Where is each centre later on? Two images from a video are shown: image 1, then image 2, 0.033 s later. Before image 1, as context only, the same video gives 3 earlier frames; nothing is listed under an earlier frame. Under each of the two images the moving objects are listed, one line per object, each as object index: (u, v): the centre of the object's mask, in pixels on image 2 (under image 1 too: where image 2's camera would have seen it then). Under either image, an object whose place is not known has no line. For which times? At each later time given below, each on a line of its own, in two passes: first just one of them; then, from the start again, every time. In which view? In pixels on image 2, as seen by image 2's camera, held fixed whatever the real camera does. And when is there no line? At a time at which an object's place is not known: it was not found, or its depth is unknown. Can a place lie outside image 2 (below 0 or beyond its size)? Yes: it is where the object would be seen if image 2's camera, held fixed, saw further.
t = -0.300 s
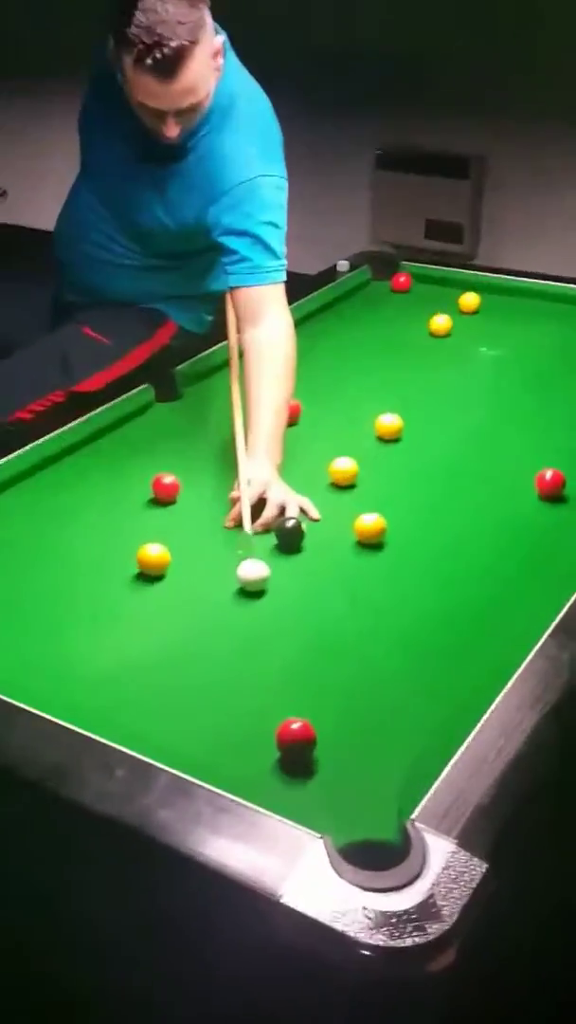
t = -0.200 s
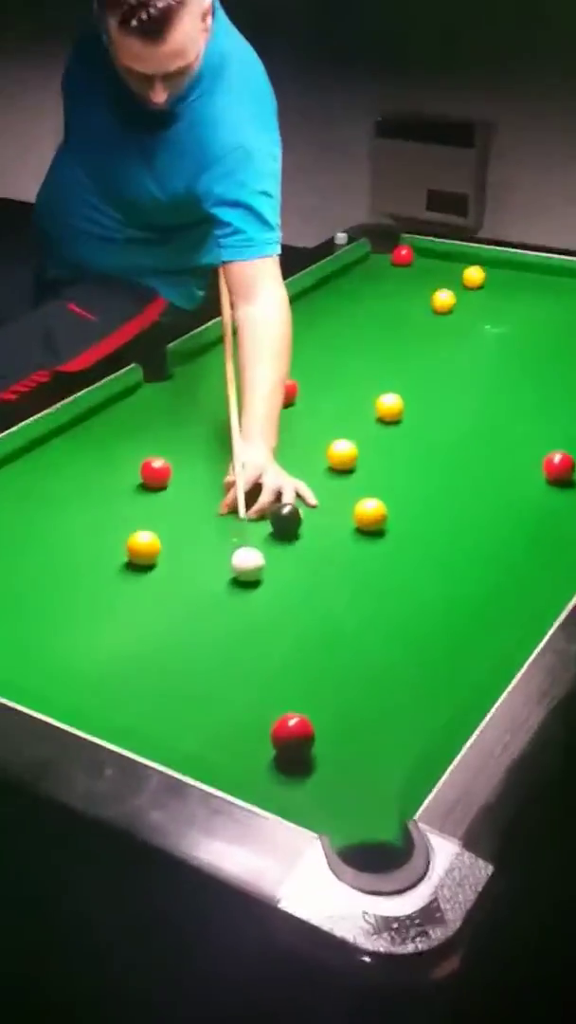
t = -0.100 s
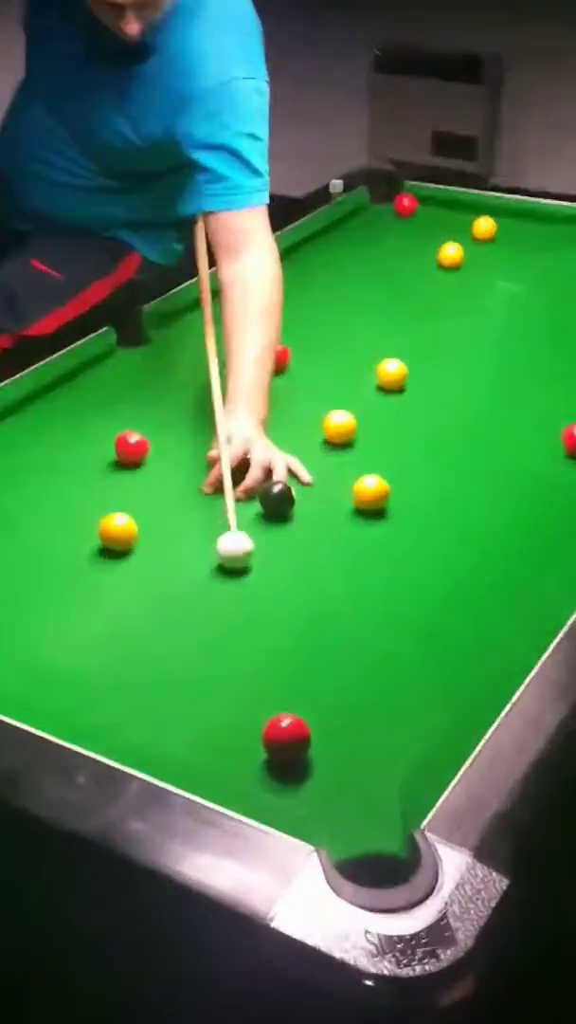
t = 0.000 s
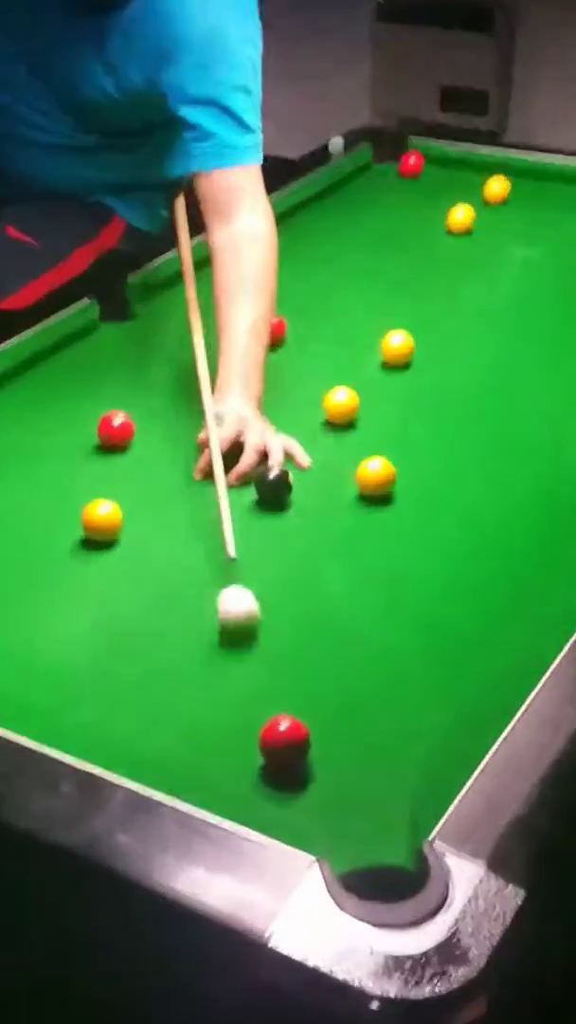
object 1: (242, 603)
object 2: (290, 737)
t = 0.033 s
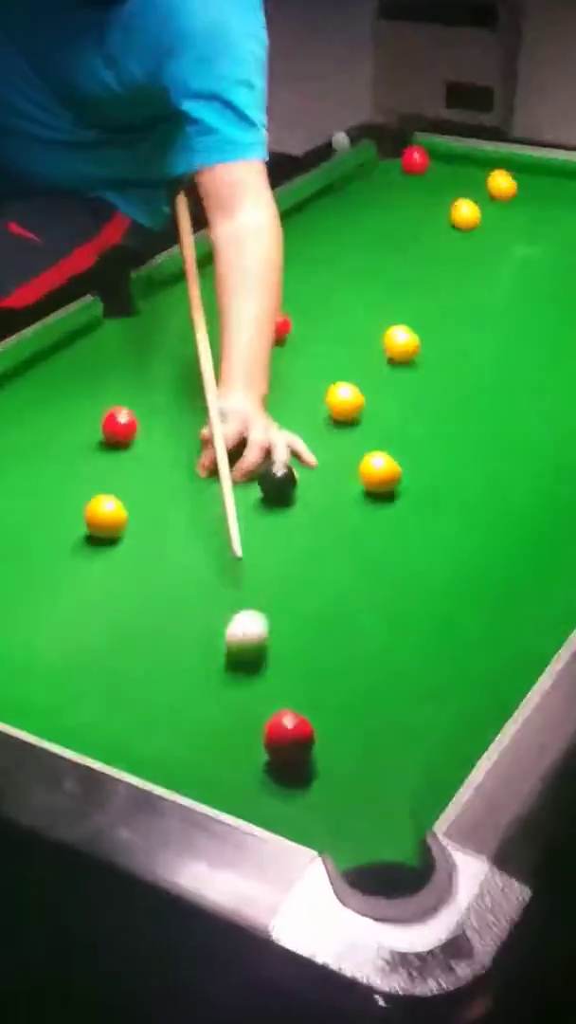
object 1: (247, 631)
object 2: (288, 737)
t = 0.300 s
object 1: (213, 732)
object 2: (385, 814)
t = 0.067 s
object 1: (249, 659)
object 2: (289, 738)
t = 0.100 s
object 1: (254, 693)
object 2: (289, 738)
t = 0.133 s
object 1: (250, 716)
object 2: (294, 741)
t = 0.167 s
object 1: (231, 720)
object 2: (315, 757)
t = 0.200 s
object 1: (214, 732)
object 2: (334, 774)
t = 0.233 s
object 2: (351, 788)
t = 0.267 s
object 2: (368, 800)
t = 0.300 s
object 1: (213, 732)
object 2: (385, 814)
